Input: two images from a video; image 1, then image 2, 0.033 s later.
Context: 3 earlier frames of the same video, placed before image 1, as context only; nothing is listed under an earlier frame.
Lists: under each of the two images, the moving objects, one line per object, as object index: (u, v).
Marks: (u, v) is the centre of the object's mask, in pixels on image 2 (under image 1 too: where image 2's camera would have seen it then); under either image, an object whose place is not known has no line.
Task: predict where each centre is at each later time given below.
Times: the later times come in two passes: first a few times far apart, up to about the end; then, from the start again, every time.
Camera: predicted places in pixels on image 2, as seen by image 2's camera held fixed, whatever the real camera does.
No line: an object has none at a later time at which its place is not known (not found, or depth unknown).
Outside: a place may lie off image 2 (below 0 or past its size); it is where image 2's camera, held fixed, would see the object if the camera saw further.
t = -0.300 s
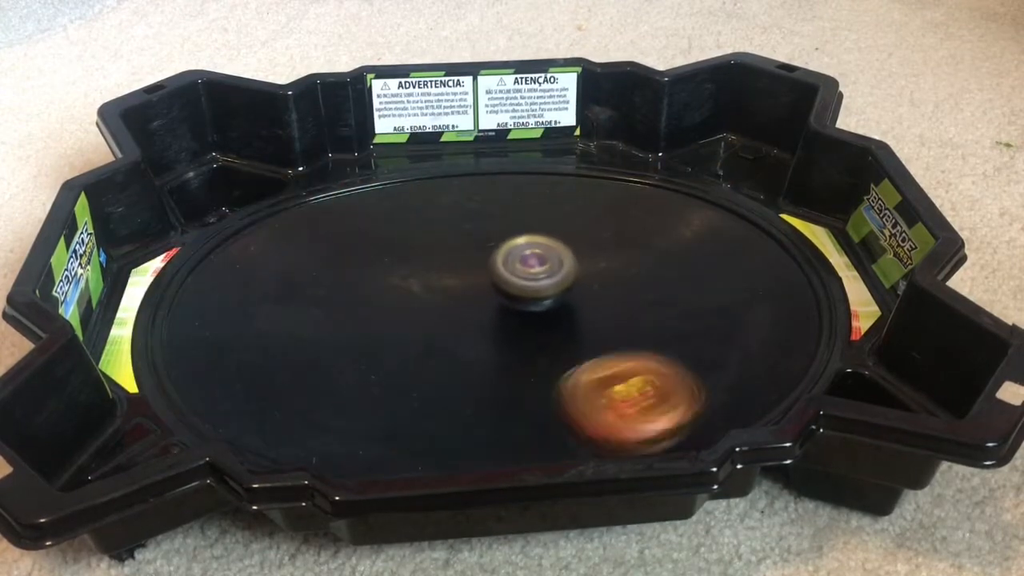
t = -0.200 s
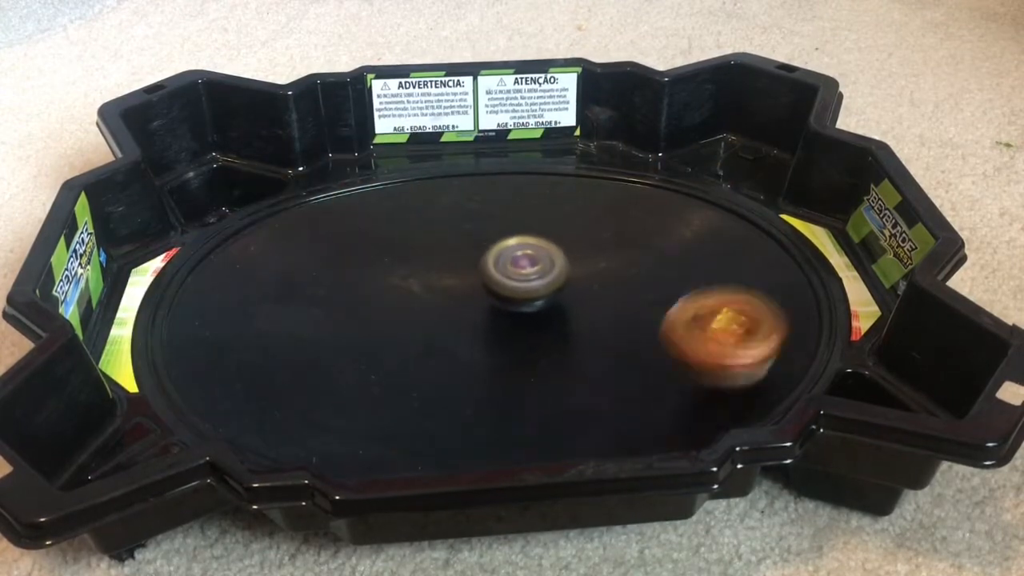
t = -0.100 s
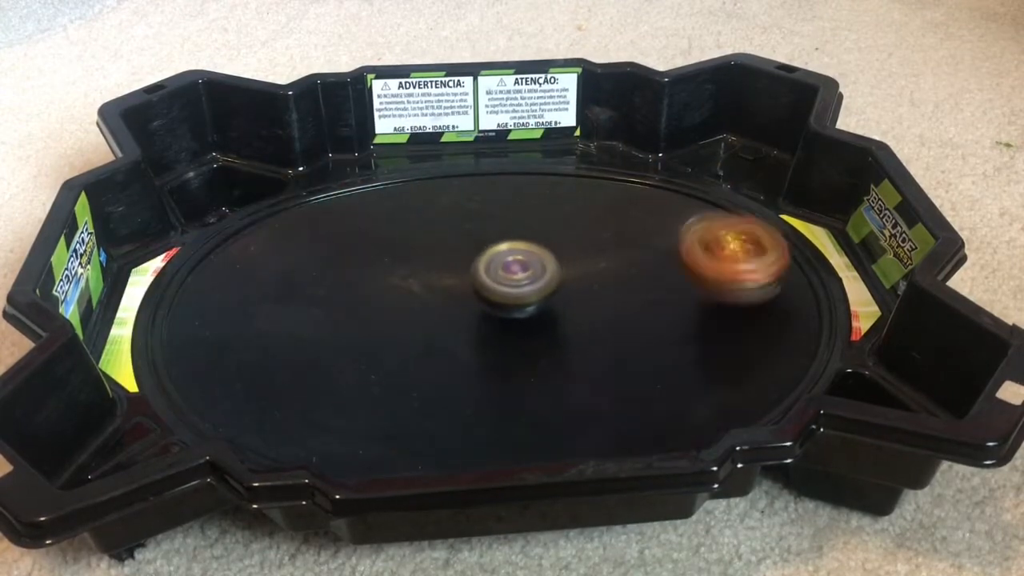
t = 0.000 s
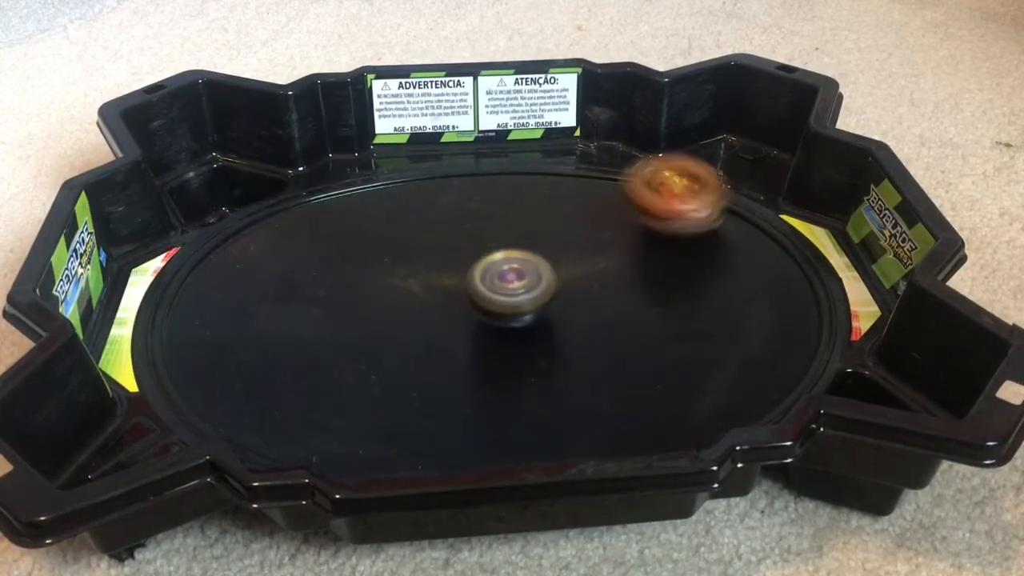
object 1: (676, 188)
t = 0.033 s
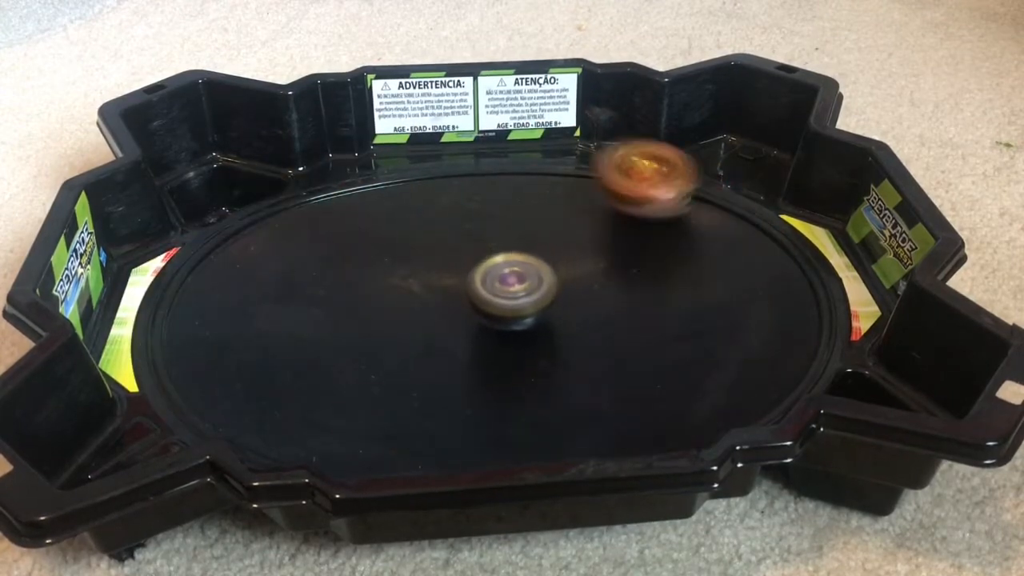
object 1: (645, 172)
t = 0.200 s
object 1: (463, 151)
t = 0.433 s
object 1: (237, 239)
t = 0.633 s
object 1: (275, 395)
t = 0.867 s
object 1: (624, 407)
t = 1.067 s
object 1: (755, 273)
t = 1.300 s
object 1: (593, 160)
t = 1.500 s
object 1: (376, 171)
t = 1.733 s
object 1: (216, 301)
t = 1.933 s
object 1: (356, 425)
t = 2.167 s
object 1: (673, 375)
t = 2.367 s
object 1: (707, 239)
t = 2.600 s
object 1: (513, 159)
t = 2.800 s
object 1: (316, 194)
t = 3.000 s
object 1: (234, 317)
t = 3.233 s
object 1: (454, 422)
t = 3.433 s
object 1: (691, 357)
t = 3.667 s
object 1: (690, 213)
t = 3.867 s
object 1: (519, 165)
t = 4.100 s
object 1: (309, 220)
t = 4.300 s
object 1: (266, 346)
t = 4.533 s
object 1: (503, 420)
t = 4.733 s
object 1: (694, 338)
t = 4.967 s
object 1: (644, 209)
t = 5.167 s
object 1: (471, 174)
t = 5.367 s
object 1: (304, 222)
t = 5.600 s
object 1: (289, 361)
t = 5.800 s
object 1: (496, 409)
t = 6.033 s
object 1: (693, 314)
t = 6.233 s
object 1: (645, 209)
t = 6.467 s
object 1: (453, 183)
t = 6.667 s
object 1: (310, 250)
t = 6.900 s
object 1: (341, 380)
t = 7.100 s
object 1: (552, 399)
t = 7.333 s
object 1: (682, 291)
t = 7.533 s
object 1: (592, 206)
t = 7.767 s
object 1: (402, 198)
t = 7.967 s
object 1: (287, 276)
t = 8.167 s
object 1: (354, 379)
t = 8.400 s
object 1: (589, 377)
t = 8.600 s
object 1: (673, 280)
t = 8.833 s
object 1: (561, 195)
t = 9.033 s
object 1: (406, 207)
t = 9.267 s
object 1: (312, 310)
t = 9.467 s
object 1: (419, 393)
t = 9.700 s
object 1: (627, 355)
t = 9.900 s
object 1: (642, 259)
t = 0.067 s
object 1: (615, 161)
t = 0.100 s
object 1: (581, 155)
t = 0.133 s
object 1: (541, 150)
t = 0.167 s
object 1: (502, 149)
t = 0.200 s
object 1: (463, 151)
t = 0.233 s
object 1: (424, 155)
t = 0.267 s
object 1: (385, 160)
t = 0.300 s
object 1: (349, 170)
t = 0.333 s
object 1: (315, 181)
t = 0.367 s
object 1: (284, 198)
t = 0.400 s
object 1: (258, 218)
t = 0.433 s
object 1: (237, 239)
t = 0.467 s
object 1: (222, 264)
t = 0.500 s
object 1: (213, 292)
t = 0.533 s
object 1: (213, 319)
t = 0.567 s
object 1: (224, 346)
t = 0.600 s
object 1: (244, 372)
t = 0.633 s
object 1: (275, 395)
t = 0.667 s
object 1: (315, 413)
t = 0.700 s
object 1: (361, 426)
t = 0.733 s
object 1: (413, 429)
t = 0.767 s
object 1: (469, 428)
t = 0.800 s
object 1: (525, 424)
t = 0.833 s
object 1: (576, 417)
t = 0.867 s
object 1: (624, 407)
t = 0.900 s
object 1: (665, 391)
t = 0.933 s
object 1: (702, 371)
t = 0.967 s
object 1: (728, 347)
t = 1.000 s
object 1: (745, 323)
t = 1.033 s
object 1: (754, 300)
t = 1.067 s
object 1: (755, 273)
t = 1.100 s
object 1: (748, 250)
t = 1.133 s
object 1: (733, 227)
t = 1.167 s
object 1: (712, 210)
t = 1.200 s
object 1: (689, 191)
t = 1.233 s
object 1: (658, 177)
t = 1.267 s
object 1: (628, 167)
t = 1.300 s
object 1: (593, 160)
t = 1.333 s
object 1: (558, 156)
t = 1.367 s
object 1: (522, 154)
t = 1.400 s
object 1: (486, 156)
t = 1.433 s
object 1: (448, 158)
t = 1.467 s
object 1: (411, 164)
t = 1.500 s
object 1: (376, 171)
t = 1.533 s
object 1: (341, 182)
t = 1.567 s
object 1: (311, 194)
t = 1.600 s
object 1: (283, 211)
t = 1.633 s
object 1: (258, 230)
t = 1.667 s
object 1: (239, 251)
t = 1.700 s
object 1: (224, 275)
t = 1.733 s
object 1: (216, 301)
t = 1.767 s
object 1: (217, 327)
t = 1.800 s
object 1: (227, 351)
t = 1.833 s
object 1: (245, 375)
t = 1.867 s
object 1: (273, 397)
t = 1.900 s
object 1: (310, 413)
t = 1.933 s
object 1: (356, 425)
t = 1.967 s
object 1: (406, 428)
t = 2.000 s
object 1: (458, 428)
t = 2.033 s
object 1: (507, 425)
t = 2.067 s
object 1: (557, 418)
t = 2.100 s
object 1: (601, 409)
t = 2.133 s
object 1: (641, 393)
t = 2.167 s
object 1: (673, 375)
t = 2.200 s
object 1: (699, 353)
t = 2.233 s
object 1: (715, 330)
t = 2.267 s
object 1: (724, 307)
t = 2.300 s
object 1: (725, 283)
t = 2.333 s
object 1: (720, 260)
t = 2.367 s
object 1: (707, 239)
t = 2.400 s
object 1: (689, 220)
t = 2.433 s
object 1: (667, 203)
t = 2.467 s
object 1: (640, 189)
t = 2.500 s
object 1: (611, 177)
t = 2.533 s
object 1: (578, 169)
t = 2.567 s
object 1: (547, 163)
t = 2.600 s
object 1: (513, 159)
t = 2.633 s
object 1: (479, 158)
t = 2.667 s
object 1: (446, 161)
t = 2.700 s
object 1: (409, 168)
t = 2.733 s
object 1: (377, 174)
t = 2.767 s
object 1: (345, 181)
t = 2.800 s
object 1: (316, 194)
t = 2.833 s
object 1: (290, 208)
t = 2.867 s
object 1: (266, 227)
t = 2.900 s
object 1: (250, 247)
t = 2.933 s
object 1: (237, 268)
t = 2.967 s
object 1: (232, 293)
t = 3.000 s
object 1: (234, 317)
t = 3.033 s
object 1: (245, 342)
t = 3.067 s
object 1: (263, 363)
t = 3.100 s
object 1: (288, 385)
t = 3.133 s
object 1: (324, 401)
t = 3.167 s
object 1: (363, 412)
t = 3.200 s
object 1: (408, 420)
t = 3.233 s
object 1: (454, 422)
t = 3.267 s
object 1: (501, 419)
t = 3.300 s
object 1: (547, 414)
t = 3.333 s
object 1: (591, 406)
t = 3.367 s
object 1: (629, 392)
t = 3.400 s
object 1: (662, 377)
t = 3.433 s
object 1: (691, 357)
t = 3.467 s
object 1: (710, 335)
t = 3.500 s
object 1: (724, 315)
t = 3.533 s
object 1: (730, 292)
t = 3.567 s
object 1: (729, 269)
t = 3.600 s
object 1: (721, 249)
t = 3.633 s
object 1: (708, 230)
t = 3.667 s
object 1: (690, 213)
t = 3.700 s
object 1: (667, 198)
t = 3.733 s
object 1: (643, 185)
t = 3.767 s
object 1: (613, 175)
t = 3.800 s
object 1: (582, 168)
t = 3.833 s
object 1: (551, 166)
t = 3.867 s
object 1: (519, 165)
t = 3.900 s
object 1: (486, 165)
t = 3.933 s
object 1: (453, 168)
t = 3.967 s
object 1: (422, 173)
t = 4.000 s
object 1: (390, 181)
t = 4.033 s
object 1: (361, 194)
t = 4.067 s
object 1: (332, 205)
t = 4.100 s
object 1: (309, 220)
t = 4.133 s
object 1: (288, 239)
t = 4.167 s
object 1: (272, 257)
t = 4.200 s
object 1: (260, 277)
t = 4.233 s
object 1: (255, 301)
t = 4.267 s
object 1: (258, 325)
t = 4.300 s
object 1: (266, 346)
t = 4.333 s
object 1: (283, 366)
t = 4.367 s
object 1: (305, 386)
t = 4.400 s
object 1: (336, 401)
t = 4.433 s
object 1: (374, 413)
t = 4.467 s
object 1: (414, 421)
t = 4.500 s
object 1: (458, 421)
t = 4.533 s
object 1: (503, 420)
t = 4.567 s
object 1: (545, 415)
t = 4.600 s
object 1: (584, 407)
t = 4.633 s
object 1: (622, 394)
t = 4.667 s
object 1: (653, 378)
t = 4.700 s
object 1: (677, 359)
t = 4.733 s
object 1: (694, 338)
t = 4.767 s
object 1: (705, 319)
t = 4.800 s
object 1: (709, 297)
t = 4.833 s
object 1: (706, 277)
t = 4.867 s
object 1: (699, 257)
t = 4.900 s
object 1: (684, 239)
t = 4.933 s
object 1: (667, 223)
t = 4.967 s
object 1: (644, 209)
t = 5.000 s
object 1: (620, 198)
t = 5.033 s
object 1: (591, 188)
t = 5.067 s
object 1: (563, 181)
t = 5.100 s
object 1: (533, 175)
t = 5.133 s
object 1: (503, 174)
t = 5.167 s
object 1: (471, 174)
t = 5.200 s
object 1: (440, 177)
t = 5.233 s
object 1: (411, 181)
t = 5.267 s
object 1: (381, 189)
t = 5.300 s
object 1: (352, 198)
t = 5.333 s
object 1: (327, 209)
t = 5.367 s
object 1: (304, 222)
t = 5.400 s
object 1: (284, 239)
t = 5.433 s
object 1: (268, 257)
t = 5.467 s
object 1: (260, 277)
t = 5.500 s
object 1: (256, 298)
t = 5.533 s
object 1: (259, 319)
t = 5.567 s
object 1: (269, 340)
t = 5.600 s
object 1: (289, 361)
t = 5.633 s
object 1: (312, 377)
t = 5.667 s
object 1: (341, 391)
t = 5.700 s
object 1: (377, 401)
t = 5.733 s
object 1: (416, 408)
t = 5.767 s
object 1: (456, 410)
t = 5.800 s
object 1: (496, 409)
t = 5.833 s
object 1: (536, 404)
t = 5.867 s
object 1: (575, 396)
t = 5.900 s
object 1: (610, 384)
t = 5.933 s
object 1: (639, 369)
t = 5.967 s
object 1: (663, 351)
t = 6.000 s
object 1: (681, 333)
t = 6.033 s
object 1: (693, 314)
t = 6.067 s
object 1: (699, 294)
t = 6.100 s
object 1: (698, 275)
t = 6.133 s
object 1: (693, 256)
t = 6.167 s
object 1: (681, 239)
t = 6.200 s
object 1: (665, 223)
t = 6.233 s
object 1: (645, 209)
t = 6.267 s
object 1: (622, 198)
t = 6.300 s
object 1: (597, 189)
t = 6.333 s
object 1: (570, 182)
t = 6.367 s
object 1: (540, 178)
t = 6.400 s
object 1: (511, 177)
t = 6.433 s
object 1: (482, 180)
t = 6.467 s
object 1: (453, 183)
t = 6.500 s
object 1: (424, 189)
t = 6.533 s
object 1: (397, 197)
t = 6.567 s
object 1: (372, 206)
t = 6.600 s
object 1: (347, 219)
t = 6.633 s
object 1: (328, 233)
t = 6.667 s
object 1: (310, 250)
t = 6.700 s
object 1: (296, 269)
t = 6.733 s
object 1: (290, 288)
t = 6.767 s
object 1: (288, 309)
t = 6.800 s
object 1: (292, 329)
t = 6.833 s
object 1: (303, 347)
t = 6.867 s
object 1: (319, 365)
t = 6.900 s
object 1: (341, 380)
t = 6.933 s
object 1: (371, 392)
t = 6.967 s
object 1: (404, 401)
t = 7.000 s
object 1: (440, 407)
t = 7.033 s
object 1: (479, 408)
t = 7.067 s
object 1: (516, 405)
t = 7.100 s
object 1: (552, 399)
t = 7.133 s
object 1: (587, 391)
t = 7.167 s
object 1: (617, 378)
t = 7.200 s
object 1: (642, 363)
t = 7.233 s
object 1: (662, 346)
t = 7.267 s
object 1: (674, 328)
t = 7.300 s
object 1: (681, 309)
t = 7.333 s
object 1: (682, 291)
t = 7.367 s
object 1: (678, 273)
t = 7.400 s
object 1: (668, 256)
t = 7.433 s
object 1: (654, 240)
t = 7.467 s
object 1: (636, 227)
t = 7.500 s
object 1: (615, 216)
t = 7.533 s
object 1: (592, 206)
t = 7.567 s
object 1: (567, 198)
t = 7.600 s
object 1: (541, 192)
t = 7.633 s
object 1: (513, 190)
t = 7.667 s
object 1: (485, 188)
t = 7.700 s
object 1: (457, 189)
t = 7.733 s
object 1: (430, 192)
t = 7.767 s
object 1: (402, 198)
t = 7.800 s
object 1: (376, 205)
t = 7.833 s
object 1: (352, 216)
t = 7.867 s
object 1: (330, 229)
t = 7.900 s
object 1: (312, 243)
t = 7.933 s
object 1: (297, 258)
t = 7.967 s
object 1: (287, 276)
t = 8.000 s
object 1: (282, 295)
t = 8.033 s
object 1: (284, 314)
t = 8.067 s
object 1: (292, 333)
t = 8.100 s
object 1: (307, 350)
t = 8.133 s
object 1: (327, 366)
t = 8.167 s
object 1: (354, 379)
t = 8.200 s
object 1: (384, 388)
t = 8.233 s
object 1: (418, 395)
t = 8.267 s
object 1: (453, 398)
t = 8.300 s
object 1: (489, 398)
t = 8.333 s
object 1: (525, 393)
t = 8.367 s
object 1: (558, 386)
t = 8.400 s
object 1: (589, 377)
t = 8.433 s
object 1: (616, 364)
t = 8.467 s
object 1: (638, 349)
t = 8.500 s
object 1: (655, 332)
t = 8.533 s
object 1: (666, 314)
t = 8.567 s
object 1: (672, 297)
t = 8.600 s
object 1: (673, 280)
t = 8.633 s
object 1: (668, 263)
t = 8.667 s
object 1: (659, 247)
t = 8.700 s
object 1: (645, 232)
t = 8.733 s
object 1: (628, 219)
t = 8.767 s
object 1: (609, 210)
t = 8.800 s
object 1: (586, 201)
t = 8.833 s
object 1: (561, 195)
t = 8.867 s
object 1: (536, 192)
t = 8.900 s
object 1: (509, 190)
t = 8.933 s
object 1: (483, 191)
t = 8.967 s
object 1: (457, 194)
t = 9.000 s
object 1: (431, 200)
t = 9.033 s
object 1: (406, 207)
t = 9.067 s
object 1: (383, 218)
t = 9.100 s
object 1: (362, 229)
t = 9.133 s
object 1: (343, 242)
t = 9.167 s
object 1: (329, 258)
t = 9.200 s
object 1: (319, 274)
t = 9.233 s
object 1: (313, 292)
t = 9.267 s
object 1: (312, 310)
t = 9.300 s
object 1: (316, 327)
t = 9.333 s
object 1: (325, 345)
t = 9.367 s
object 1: (341, 361)
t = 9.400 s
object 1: (362, 375)
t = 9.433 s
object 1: (389, 386)
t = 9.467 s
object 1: (419, 393)
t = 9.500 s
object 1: (451, 397)
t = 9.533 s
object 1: (485, 397)
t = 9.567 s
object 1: (518, 395)
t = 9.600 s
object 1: (551, 389)
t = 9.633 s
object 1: (581, 381)
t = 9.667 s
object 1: (606, 370)
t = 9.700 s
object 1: (627, 355)
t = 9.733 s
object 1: (643, 340)
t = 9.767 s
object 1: (653, 323)
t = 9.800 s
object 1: (658, 305)
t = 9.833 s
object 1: (657, 289)
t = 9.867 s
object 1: (652, 274)
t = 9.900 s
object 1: (642, 259)
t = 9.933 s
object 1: (630, 244)
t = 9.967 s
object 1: (613, 232)
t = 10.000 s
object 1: (594, 222)
